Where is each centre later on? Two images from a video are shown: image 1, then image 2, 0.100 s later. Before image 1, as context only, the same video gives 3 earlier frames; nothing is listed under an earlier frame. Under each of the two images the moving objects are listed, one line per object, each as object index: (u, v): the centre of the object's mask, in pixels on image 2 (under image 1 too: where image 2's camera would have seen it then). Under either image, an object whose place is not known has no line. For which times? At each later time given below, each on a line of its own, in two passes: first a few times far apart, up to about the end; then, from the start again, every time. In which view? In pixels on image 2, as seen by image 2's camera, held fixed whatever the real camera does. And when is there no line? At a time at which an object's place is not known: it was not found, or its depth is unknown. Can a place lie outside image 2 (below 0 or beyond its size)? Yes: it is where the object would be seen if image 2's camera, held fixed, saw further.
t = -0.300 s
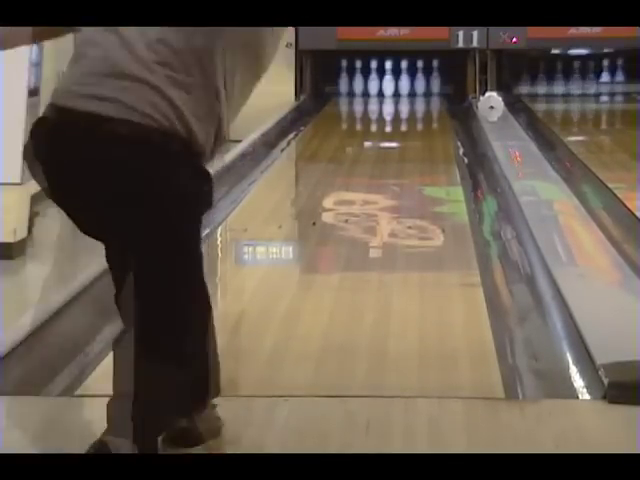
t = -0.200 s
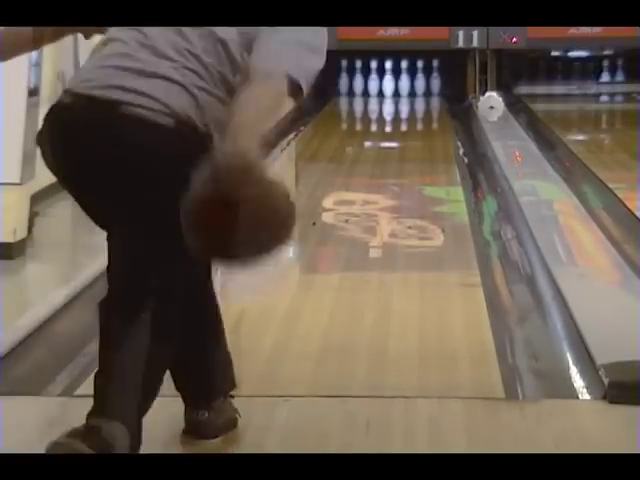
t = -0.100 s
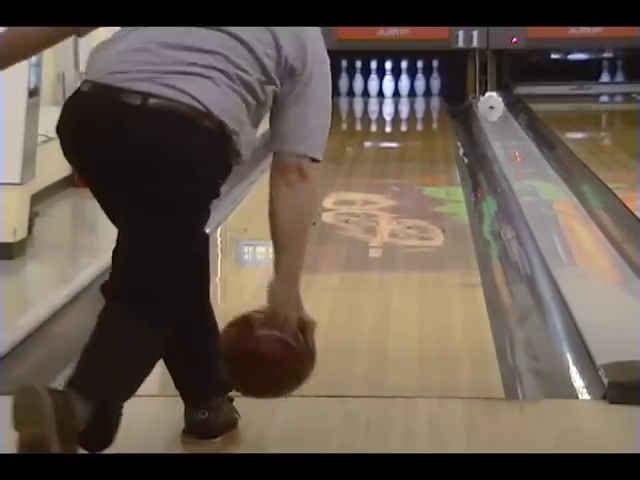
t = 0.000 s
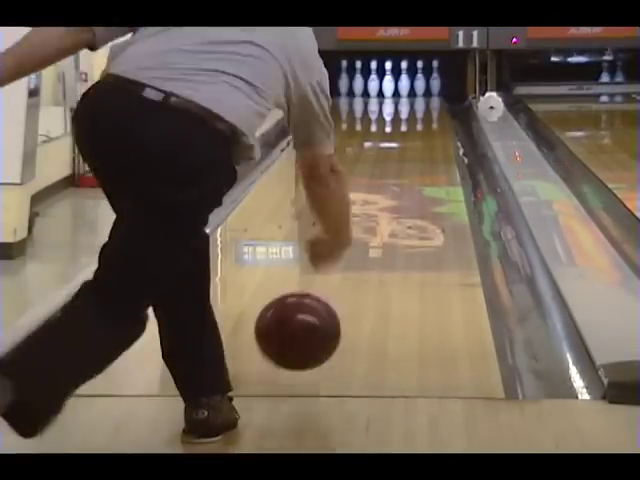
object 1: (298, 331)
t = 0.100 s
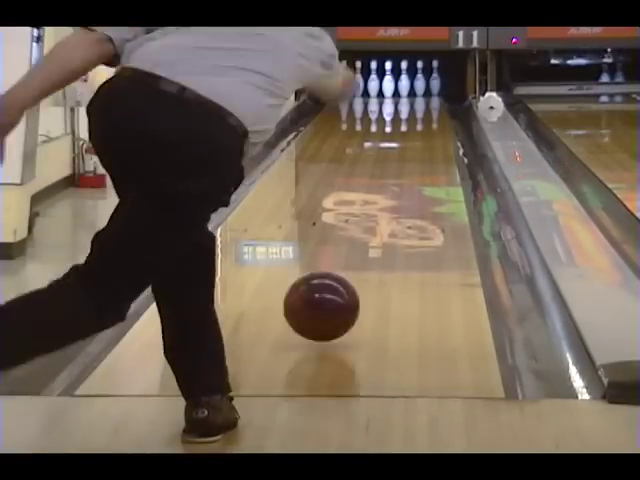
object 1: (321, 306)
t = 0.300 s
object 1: (356, 252)
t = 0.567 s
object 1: (384, 201)
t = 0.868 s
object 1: (403, 165)
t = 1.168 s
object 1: (414, 141)
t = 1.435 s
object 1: (420, 123)
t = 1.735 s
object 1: (419, 110)
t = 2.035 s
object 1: (415, 99)
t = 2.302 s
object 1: (406, 92)
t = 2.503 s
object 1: (402, 87)
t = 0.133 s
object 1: (327, 297)
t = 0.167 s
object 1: (333, 284)
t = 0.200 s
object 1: (339, 276)
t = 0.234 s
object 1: (345, 268)
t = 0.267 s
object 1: (350, 259)
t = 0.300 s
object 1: (356, 252)
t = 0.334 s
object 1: (360, 244)
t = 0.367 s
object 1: (364, 237)
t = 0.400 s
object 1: (368, 230)
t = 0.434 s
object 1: (371, 223)
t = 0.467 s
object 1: (375, 217)
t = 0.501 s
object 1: (378, 212)
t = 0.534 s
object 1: (381, 206)
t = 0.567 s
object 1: (384, 201)
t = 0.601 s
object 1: (387, 196)
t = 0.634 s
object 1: (389, 192)
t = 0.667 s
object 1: (391, 188)
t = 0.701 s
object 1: (393, 183)
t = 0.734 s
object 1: (395, 179)
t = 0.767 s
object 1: (397, 176)
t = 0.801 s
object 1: (399, 172)
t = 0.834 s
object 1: (401, 168)
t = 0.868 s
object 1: (403, 165)
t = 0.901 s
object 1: (405, 161)
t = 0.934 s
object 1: (406, 158)
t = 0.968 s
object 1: (408, 155)
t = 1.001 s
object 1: (409, 153)
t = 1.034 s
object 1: (410, 150)
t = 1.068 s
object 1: (411, 147)
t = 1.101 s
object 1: (412, 146)
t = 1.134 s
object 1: (414, 142)
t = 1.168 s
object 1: (414, 141)
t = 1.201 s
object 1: (416, 138)
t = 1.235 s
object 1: (416, 136)
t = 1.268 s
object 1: (417, 133)
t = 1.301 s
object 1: (417, 132)
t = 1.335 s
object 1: (418, 129)
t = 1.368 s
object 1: (419, 126)
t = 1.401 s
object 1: (419, 125)
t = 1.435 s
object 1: (420, 123)
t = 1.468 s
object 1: (420, 121)
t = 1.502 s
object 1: (420, 120)
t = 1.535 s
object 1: (420, 118)
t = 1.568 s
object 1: (420, 117)
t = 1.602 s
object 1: (420, 115)
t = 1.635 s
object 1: (420, 114)
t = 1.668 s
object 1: (421, 112)
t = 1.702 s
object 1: (419, 111)
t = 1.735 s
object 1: (419, 110)
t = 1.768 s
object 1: (419, 109)
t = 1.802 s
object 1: (419, 108)
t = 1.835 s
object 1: (418, 106)
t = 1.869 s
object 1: (418, 105)
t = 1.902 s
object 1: (418, 105)
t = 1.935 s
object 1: (417, 103)
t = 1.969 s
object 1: (417, 102)
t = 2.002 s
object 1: (415, 100)
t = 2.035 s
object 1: (415, 99)
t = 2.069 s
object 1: (414, 98)
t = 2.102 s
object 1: (414, 97)
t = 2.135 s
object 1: (412, 95)
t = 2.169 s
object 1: (411, 94)
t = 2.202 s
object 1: (409, 94)
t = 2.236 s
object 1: (409, 93)
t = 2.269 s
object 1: (407, 92)
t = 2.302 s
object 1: (406, 92)
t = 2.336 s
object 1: (405, 91)
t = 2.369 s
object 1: (405, 90)
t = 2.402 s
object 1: (403, 89)
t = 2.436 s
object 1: (402, 89)
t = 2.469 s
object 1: (401, 88)
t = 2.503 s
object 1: (402, 87)
